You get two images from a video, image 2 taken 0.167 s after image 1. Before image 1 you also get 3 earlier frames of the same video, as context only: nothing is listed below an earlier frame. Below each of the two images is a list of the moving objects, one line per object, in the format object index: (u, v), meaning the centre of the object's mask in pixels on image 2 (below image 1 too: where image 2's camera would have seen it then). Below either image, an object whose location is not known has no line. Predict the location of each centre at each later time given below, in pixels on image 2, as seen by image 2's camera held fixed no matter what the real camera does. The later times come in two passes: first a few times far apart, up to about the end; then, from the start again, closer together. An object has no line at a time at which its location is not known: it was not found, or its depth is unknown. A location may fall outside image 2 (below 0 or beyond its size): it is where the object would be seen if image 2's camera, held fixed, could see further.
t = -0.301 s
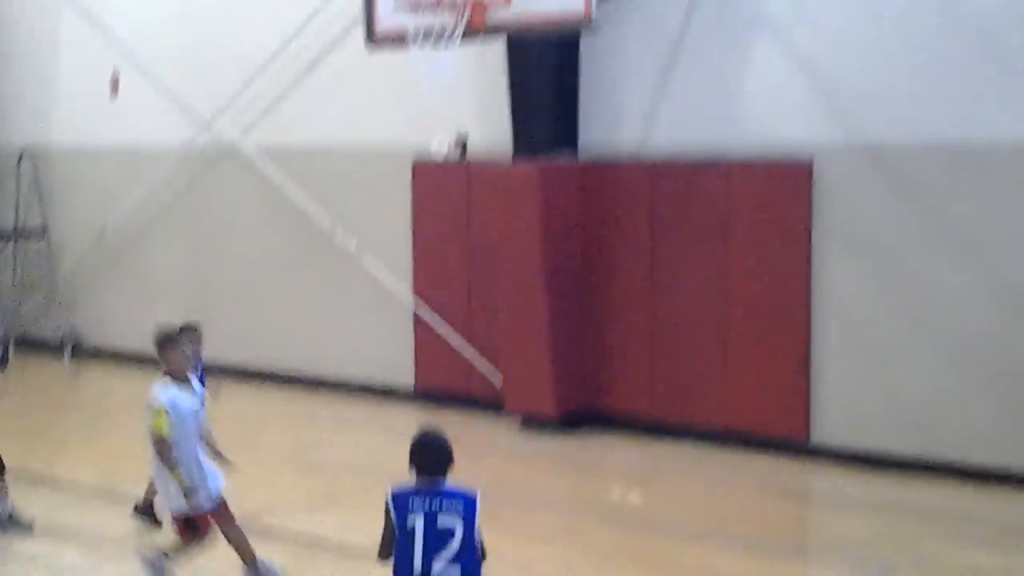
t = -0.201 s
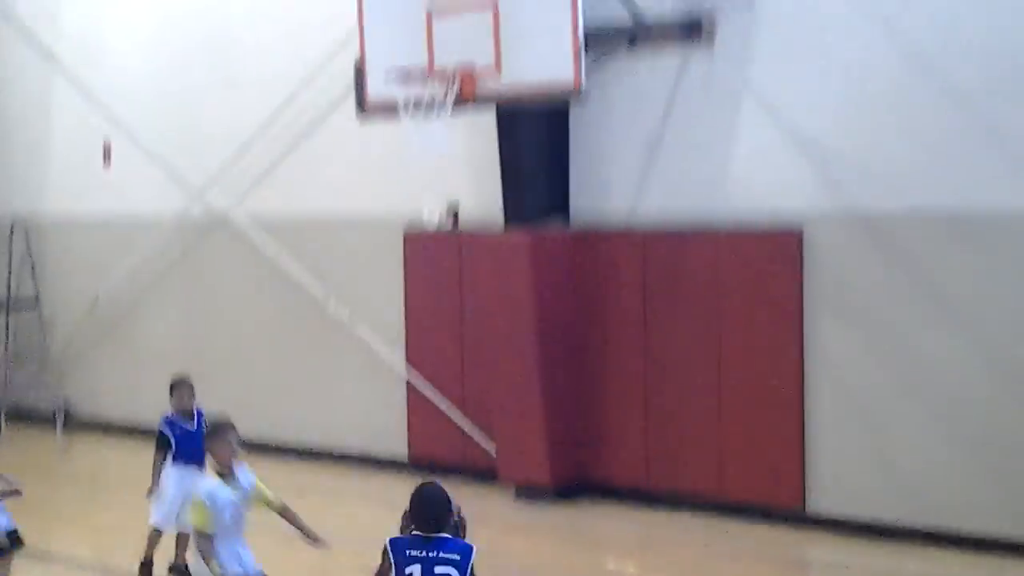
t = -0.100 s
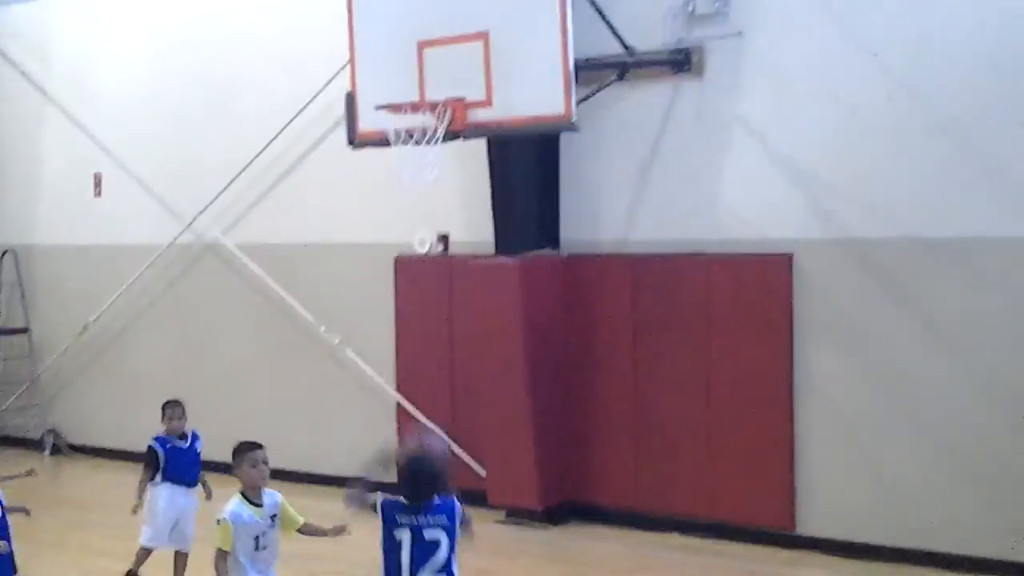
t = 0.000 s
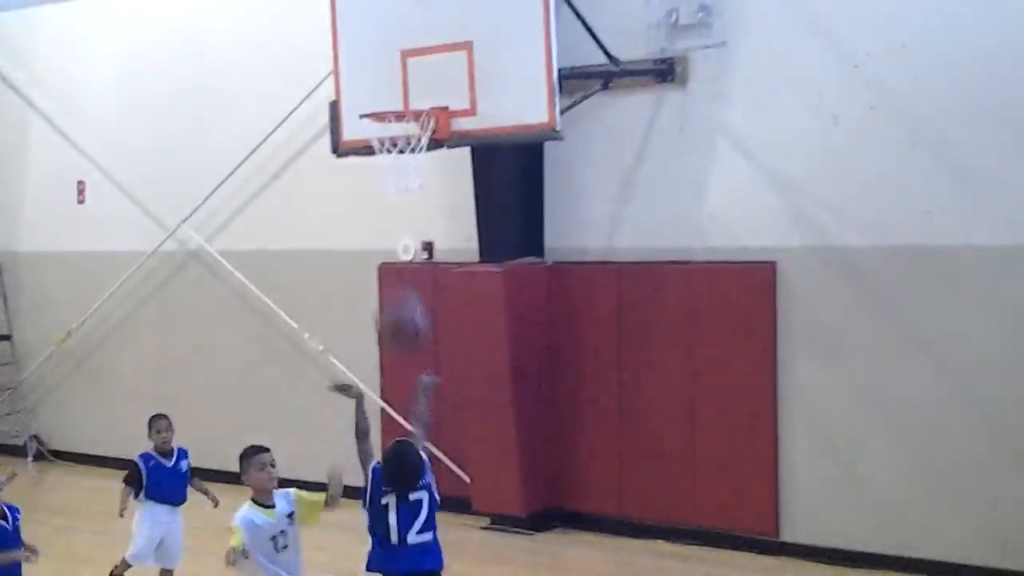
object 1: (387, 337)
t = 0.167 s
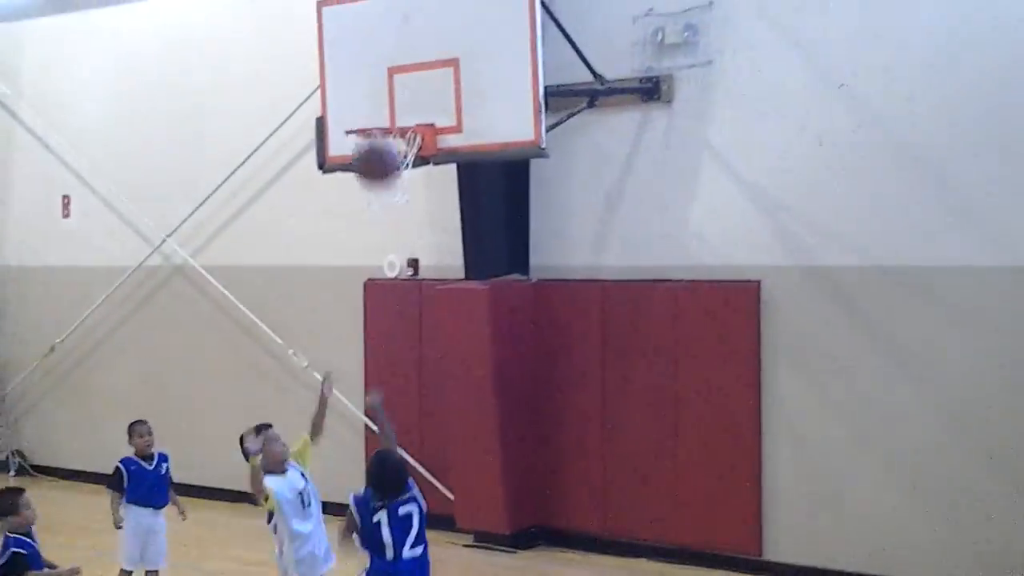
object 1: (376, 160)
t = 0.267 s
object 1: (372, 92)
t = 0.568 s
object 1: (361, 32)
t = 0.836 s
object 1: (357, 112)
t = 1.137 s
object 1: (425, 99)
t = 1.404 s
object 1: (437, 147)
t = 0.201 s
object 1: (375, 136)
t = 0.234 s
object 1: (373, 114)
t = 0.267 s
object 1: (372, 92)
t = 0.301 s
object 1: (370, 76)
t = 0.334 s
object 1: (369, 62)
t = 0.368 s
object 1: (368, 51)
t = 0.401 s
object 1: (367, 42)
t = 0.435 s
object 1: (365, 36)
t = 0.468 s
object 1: (364, 32)
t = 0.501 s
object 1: (363, 30)
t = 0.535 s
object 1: (362, 30)
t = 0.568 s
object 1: (361, 32)
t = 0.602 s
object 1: (360, 37)
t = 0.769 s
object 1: (357, 85)
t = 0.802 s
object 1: (357, 99)
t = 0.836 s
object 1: (357, 112)
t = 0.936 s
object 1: (376, 119)
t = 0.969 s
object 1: (387, 114)
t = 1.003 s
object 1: (398, 111)
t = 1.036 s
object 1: (408, 109)
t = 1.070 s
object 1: (419, 106)
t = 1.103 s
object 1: (423, 103)
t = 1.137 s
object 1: (425, 99)
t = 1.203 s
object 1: (428, 99)
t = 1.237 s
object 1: (430, 102)
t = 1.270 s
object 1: (431, 107)
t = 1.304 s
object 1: (432, 113)
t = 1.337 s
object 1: (434, 121)
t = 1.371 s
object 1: (435, 131)
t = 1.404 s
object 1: (437, 147)
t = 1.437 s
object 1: (438, 157)
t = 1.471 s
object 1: (440, 174)
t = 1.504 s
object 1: (442, 194)
